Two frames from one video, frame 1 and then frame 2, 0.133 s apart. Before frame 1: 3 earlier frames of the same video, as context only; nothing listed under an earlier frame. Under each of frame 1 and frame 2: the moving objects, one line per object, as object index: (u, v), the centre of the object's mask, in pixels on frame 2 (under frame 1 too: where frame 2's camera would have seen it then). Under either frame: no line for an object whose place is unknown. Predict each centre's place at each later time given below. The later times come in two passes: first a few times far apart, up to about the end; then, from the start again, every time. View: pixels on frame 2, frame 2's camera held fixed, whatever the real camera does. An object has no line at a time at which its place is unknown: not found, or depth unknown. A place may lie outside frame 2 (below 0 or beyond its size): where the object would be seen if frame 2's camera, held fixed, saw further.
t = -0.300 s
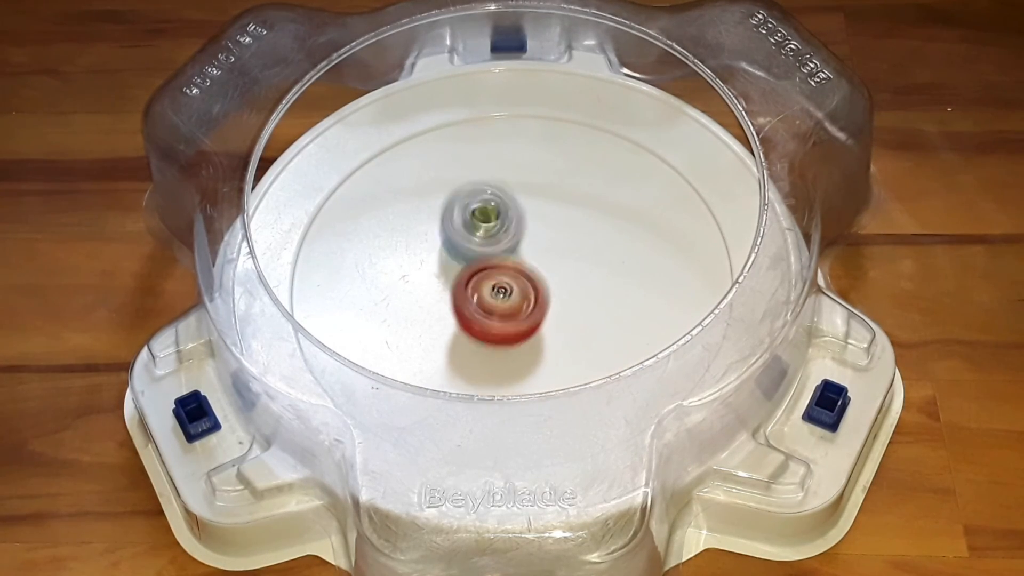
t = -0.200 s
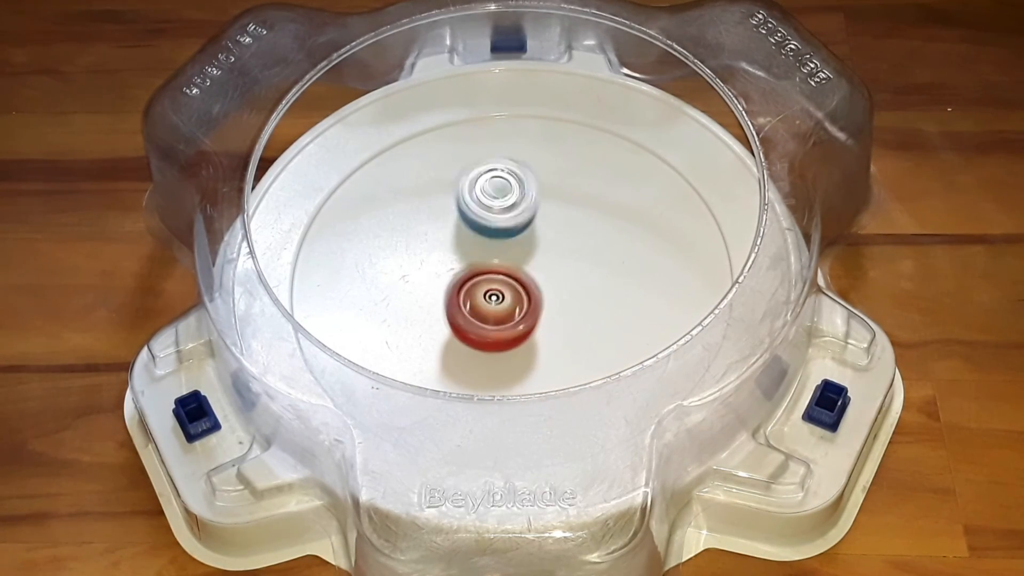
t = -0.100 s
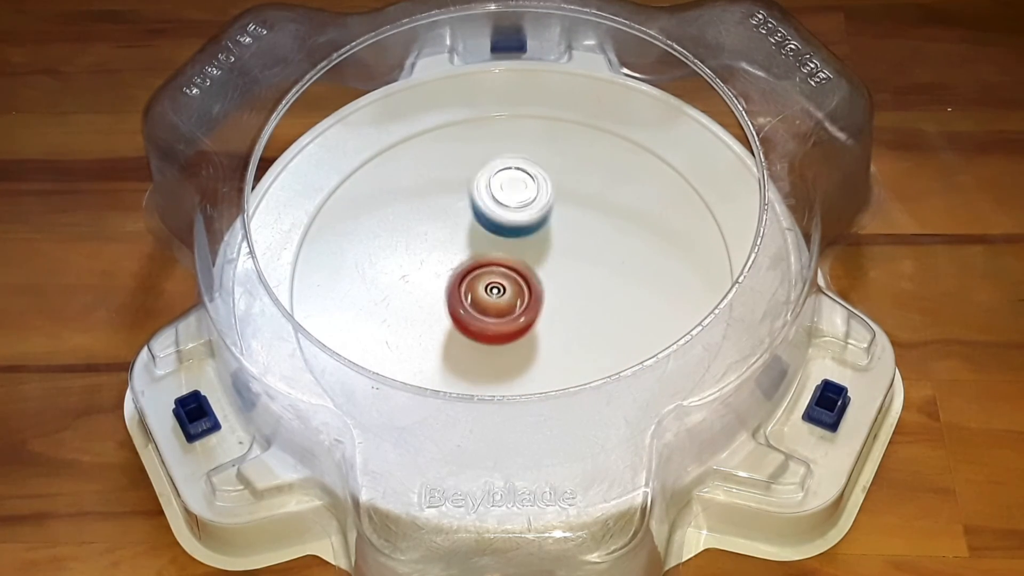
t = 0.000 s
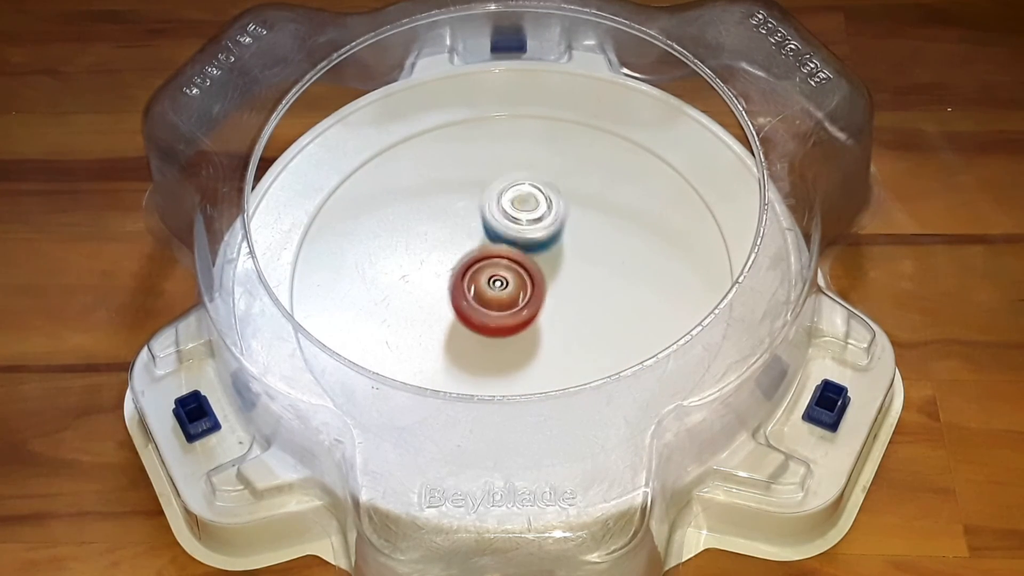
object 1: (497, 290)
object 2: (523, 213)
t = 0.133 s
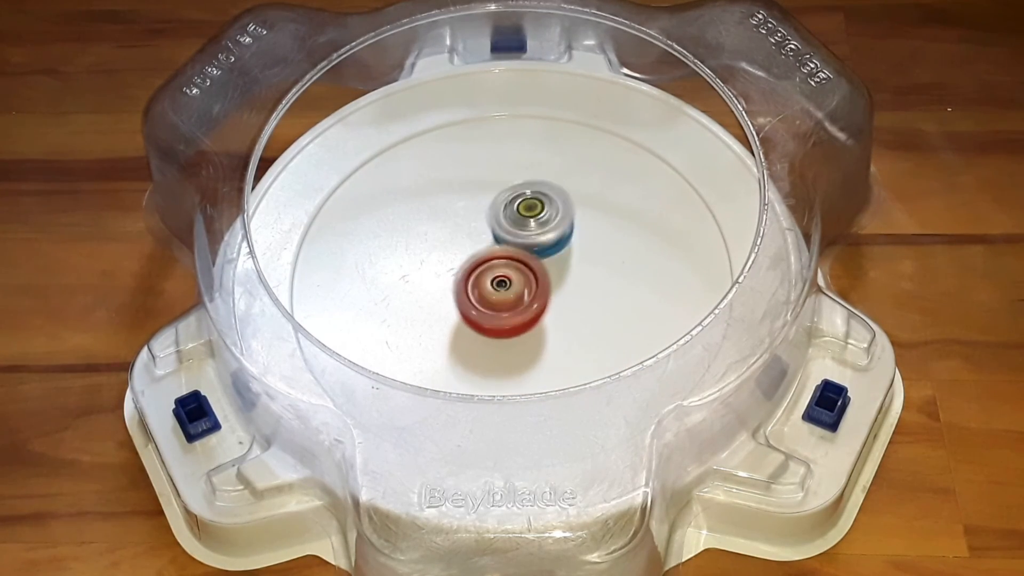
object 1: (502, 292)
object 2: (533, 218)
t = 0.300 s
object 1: (513, 295)
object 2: (541, 221)
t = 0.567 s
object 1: (514, 311)
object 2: (569, 227)
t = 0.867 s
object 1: (510, 331)
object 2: (543, 224)
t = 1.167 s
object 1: (509, 324)
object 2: (501, 248)
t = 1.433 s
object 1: (510, 312)
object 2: (509, 237)
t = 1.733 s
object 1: (524, 306)
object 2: (515, 230)
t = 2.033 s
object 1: (537, 305)
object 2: (520, 229)
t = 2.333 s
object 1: (542, 304)
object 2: (508, 216)
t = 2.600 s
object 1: (540, 299)
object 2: (506, 229)
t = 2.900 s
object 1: (534, 305)
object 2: (510, 224)
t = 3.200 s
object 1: (521, 307)
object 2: (523, 223)
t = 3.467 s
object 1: (513, 306)
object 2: (525, 228)
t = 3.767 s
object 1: (504, 302)
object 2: (536, 218)
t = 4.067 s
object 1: (505, 294)
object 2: (543, 224)
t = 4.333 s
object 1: (500, 305)
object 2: (564, 213)
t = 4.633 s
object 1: (495, 301)
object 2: (557, 240)
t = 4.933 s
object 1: (485, 300)
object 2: (568, 257)
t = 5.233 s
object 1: (474, 293)
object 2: (566, 268)
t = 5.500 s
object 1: (458, 288)
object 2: (596, 258)
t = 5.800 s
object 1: (460, 280)
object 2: (573, 278)
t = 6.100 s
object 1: (473, 283)
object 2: (572, 281)
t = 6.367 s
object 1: (479, 286)
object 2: (584, 284)
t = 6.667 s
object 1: (478, 292)
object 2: (592, 281)
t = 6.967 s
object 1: (479, 287)
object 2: (579, 295)
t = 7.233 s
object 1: (480, 281)
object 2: (597, 293)
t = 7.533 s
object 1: (486, 282)
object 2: (594, 291)
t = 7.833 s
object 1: (492, 286)
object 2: (587, 295)
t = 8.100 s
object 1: (464, 295)
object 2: (630, 282)
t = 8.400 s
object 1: (470, 295)
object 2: (570, 292)
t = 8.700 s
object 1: (475, 272)
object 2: (572, 303)
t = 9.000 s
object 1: (478, 240)
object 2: (639, 312)
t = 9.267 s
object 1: (500, 243)
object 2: (602, 307)
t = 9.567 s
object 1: (512, 249)
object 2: (565, 325)
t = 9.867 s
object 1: (501, 255)
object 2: (552, 326)
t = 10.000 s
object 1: (499, 241)
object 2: (549, 335)
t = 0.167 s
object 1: (505, 292)
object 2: (534, 217)
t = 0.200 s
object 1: (507, 293)
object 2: (535, 218)
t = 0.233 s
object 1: (510, 293)
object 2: (536, 220)
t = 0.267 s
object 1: (511, 294)
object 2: (537, 221)
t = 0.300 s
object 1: (513, 295)
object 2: (541, 221)
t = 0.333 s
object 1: (515, 297)
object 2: (543, 222)
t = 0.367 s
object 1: (516, 299)
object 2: (545, 224)
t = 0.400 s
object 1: (512, 303)
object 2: (553, 223)
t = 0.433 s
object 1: (512, 305)
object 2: (561, 219)
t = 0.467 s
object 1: (513, 307)
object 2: (566, 217)
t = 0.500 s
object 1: (514, 308)
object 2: (569, 218)
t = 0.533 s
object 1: (514, 310)
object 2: (570, 222)
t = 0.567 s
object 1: (514, 311)
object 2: (569, 227)
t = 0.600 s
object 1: (514, 312)
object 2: (567, 233)
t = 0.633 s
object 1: (514, 313)
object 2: (564, 239)
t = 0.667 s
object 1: (514, 315)
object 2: (561, 245)
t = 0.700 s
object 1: (512, 321)
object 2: (558, 243)
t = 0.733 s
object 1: (510, 327)
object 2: (557, 233)
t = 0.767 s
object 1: (509, 329)
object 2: (555, 227)
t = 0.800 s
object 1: (510, 330)
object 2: (552, 224)
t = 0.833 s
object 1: (510, 331)
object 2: (547, 223)
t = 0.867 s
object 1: (510, 331)
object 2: (543, 224)
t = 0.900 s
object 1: (510, 331)
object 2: (538, 226)
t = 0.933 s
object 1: (510, 331)
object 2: (533, 229)
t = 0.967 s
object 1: (510, 330)
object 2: (526, 234)
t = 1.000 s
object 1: (511, 328)
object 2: (520, 239)
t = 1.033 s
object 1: (510, 326)
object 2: (514, 243)
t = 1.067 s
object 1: (510, 325)
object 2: (507, 247)
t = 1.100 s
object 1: (508, 326)
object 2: (504, 248)
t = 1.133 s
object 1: (508, 325)
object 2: (503, 247)
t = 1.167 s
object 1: (509, 324)
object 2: (501, 248)
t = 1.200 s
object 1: (509, 323)
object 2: (500, 247)
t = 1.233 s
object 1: (510, 323)
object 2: (501, 244)
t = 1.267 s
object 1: (510, 321)
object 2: (501, 241)
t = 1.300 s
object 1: (510, 319)
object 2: (504, 239)
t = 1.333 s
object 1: (510, 317)
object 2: (505, 239)
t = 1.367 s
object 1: (510, 315)
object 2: (506, 240)
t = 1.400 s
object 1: (510, 314)
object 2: (508, 239)
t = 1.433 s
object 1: (510, 312)
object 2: (509, 237)
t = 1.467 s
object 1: (510, 311)
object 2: (510, 236)
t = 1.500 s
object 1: (512, 312)
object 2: (510, 235)
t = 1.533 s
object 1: (514, 311)
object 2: (509, 234)
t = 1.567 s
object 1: (516, 310)
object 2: (510, 233)
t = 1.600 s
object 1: (518, 309)
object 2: (511, 233)
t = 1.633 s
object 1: (519, 308)
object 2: (513, 232)
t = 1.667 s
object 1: (520, 307)
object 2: (514, 231)
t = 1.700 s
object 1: (522, 306)
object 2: (514, 231)
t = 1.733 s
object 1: (524, 306)
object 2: (515, 230)
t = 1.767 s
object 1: (525, 306)
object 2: (515, 229)
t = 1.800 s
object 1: (527, 306)
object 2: (515, 228)
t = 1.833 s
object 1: (529, 306)
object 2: (515, 228)
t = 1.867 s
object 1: (531, 306)
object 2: (516, 229)
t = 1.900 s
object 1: (533, 306)
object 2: (516, 230)
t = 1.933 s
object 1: (534, 306)
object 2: (516, 231)
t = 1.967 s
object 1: (535, 306)
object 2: (517, 232)
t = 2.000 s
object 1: (536, 306)
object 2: (519, 230)
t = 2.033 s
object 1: (537, 305)
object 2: (520, 229)
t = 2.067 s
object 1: (537, 305)
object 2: (521, 229)
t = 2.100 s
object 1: (538, 304)
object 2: (521, 229)
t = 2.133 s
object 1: (538, 304)
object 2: (519, 226)
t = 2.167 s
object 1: (539, 304)
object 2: (517, 225)
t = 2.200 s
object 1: (539, 303)
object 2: (516, 225)
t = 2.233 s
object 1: (539, 302)
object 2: (516, 226)
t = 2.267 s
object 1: (539, 301)
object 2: (516, 227)
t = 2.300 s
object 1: (541, 303)
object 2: (513, 222)
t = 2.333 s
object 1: (542, 304)
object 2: (508, 216)
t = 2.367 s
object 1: (542, 303)
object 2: (505, 213)
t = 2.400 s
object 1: (543, 303)
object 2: (502, 212)
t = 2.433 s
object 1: (543, 302)
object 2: (501, 213)
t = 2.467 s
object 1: (543, 300)
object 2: (501, 216)
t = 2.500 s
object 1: (543, 299)
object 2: (501, 220)
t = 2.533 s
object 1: (542, 298)
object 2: (502, 224)
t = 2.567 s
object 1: (541, 298)
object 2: (503, 229)
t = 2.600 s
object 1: (540, 299)
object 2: (506, 229)
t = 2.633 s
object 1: (539, 299)
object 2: (506, 227)
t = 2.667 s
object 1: (538, 298)
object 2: (506, 226)
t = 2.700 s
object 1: (537, 298)
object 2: (507, 226)
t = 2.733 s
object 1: (536, 299)
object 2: (507, 226)
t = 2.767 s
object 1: (534, 301)
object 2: (507, 223)
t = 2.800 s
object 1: (535, 302)
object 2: (507, 221)
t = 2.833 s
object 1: (535, 303)
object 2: (507, 221)
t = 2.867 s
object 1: (535, 304)
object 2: (508, 223)
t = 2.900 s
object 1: (534, 305)
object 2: (510, 224)
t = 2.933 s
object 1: (533, 305)
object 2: (512, 225)
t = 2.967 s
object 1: (532, 306)
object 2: (514, 225)
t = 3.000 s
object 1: (531, 306)
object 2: (515, 226)
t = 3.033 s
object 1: (529, 306)
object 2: (516, 227)
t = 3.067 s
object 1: (528, 305)
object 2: (518, 227)
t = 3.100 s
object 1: (526, 304)
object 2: (519, 227)
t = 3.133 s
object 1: (525, 304)
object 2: (521, 228)
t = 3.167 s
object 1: (524, 304)
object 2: (522, 227)
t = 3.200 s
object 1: (521, 307)
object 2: (523, 223)
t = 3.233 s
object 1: (520, 308)
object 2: (523, 221)
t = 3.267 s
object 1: (520, 309)
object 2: (523, 220)
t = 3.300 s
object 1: (518, 309)
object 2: (523, 221)
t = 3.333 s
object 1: (517, 309)
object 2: (523, 222)
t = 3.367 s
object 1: (516, 308)
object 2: (523, 223)
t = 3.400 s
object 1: (515, 308)
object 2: (523, 225)
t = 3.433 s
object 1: (514, 307)
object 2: (524, 227)
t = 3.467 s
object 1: (513, 306)
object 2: (525, 228)
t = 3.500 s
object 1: (511, 305)
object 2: (525, 229)
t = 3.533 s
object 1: (510, 305)
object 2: (527, 229)
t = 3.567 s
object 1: (509, 306)
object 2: (530, 223)
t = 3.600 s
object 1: (507, 307)
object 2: (533, 217)
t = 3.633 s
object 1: (506, 306)
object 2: (534, 214)
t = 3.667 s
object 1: (505, 306)
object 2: (535, 214)
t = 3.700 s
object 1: (505, 305)
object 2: (535, 214)
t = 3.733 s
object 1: (504, 304)
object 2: (535, 216)
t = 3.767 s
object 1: (504, 302)
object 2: (536, 218)
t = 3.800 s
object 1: (504, 301)
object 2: (537, 219)
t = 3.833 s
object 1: (503, 300)
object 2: (537, 222)
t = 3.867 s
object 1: (504, 298)
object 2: (538, 224)
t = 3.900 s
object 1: (504, 296)
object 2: (539, 224)
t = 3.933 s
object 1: (504, 295)
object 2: (541, 225)
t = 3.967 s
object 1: (503, 294)
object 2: (541, 226)
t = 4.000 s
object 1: (502, 294)
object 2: (542, 224)
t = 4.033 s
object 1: (504, 293)
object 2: (543, 223)
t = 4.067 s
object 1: (505, 294)
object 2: (543, 224)
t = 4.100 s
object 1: (505, 294)
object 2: (545, 224)
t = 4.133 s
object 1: (502, 298)
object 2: (550, 219)
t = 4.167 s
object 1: (502, 298)
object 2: (555, 214)
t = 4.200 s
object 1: (503, 299)
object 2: (559, 211)
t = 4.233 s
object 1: (502, 302)
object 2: (562, 210)
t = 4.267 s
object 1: (501, 303)
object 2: (565, 210)
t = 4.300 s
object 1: (502, 304)
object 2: (565, 211)
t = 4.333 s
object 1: (500, 305)
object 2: (564, 213)
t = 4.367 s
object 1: (499, 305)
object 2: (564, 216)
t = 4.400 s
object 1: (499, 306)
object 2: (563, 219)
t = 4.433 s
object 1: (498, 306)
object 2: (562, 221)
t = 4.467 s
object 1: (497, 305)
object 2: (561, 224)
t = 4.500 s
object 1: (496, 305)
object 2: (561, 227)
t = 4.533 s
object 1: (496, 304)
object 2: (560, 230)
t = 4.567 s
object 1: (496, 303)
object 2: (560, 233)
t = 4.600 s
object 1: (495, 302)
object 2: (559, 236)
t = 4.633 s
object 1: (495, 301)
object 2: (557, 240)
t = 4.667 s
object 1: (494, 301)
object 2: (556, 243)
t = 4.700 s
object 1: (491, 300)
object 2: (558, 245)
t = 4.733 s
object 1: (489, 300)
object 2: (561, 245)
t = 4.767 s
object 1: (489, 300)
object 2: (566, 246)
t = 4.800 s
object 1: (488, 301)
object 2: (569, 247)
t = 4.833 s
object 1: (487, 301)
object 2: (570, 249)
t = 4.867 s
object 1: (486, 301)
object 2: (571, 252)
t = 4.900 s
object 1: (485, 300)
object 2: (570, 254)
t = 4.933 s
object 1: (485, 300)
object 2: (568, 257)
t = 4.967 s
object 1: (484, 299)
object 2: (567, 260)
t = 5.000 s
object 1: (481, 297)
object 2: (567, 262)
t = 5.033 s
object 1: (480, 296)
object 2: (569, 263)
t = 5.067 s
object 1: (478, 295)
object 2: (571, 263)
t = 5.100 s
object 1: (478, 296)
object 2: (572, 264)
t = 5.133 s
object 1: (477, 296)
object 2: (571, 264)
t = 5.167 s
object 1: (476, 295)
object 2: (569, 266)
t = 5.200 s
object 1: (475, 294)
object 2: (567, 267)
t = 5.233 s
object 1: (474, 293)
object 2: (566, 268)
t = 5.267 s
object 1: (472, 291)
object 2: (567, 269)
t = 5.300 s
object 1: (472, 290)
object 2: (568, 269)
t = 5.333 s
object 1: (464, 291)
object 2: (579, 265)
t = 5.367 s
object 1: (461, 290)
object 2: (592, 262)
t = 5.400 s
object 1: (460, 289)
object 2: (597, 259)
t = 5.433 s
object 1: (460, 290)
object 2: (599, 258)
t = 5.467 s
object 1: (459, 290)
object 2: (599, 258)
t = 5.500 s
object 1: (458, 288)
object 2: (596, 258)
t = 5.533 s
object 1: (459, 288)
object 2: (592, 260)
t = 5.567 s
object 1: (459, 288)
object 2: (588, 262)
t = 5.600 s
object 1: (460, 287)
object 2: (582, 264)
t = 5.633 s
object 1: (461, 286)
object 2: (576, 267)
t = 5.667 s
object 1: (462, 285)
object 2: (570, 271)
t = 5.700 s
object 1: (464, 284)
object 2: (563, 275)
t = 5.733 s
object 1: (465, 282)
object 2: (560, 277)
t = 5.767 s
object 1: (461, 282)
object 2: (568, 277)
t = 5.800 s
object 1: (460, 280)
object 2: (573, 278)
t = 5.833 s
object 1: (462, 280)
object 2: (576, 276)
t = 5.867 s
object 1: (462, 281)
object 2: (575, 276)
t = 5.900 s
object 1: (462, 281)
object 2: (575, 277)
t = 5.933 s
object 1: (465, 281)
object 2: (573, 278)
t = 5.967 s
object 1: (467, 281)
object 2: (572, 279)
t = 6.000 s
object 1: (468, 281)
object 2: (573, 280)
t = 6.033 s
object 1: (470, 282)
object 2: (574, 280)
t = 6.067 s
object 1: (471, 282)
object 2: (574, 281)
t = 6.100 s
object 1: (473, 283)
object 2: (572, 281)
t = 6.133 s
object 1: (475, 283)
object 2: (572, 282)
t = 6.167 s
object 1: (475, 284)
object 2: (573, 282)
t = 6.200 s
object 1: (475, 284)
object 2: (576, 283)
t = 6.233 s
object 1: (477, 283)
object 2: (581, 284)
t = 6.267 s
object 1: (480, 284)
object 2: (584, 284)
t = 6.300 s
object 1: (480, 286)
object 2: (584, 284)
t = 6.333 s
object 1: (480, 287)
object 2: (582, 284)
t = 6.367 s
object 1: (479, 286)
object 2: (584, 284)
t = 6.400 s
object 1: (481, 285)
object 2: (586, 284)
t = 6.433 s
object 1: (483, 286)
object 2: (585, 284)
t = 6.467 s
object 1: (482, 289)
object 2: (584, 285)
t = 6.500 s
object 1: (480, 289)
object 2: (582, 286)
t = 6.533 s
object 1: (480, 289)
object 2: (582, 286)
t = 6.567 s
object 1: (479, 290)
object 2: (590, 284)
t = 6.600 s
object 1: (479, 290)
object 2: (594, 283)
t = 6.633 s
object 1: (480, 291)
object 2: (594, 282)
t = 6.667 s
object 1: (478, 292)
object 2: (592, 281)
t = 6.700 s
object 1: (478, 292)
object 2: (589, 283)
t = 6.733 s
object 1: (478, 291)
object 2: (587, 284)
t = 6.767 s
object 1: (478, 291)
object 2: (585, 286)
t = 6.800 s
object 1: (478, 291)
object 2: (582, 288)
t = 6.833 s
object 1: (479, 290)
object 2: (578, 290)
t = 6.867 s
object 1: (478, 289)
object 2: (578, 292)
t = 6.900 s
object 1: (479, 287)
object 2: (577, 293)
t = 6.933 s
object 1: (480, 288)
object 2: (578, 295)
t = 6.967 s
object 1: (479, 287)
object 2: (579, 295)
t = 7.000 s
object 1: (480, 286)
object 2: (579, 297)
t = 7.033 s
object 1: (481, 285)
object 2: (579, 298)
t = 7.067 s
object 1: (477, 283)
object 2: (586, 299)
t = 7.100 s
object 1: (478, 281)
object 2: (592, 298)
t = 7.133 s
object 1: (481, 282)
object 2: (596, 297)
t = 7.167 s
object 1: (480, 284)
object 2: (598, 296)
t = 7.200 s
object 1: (478, 283)
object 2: (598, 295)
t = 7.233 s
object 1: (480, 281)
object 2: (597, 293)
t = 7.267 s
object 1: (482, 281)
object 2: (595, 292)
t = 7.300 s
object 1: (483, 283)
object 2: (592, 290)
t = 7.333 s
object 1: (483, 283)
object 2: (588, 289)
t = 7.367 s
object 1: (484, 283)
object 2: (583, 288)
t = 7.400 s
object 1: (483, 282)
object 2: (582, 287)
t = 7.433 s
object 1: (480, 279)
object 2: (589, 288)
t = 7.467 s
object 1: (484, 277)
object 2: (594, 289)
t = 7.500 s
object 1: (487, 279)
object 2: (595, 290)
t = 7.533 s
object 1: (486, 282)
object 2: (594, 291)
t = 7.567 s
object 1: (484, 281)
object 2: (593, 290)
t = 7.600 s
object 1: (486, 281)
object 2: (592, 291)
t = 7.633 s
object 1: (488, 281)
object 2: (591, 292)
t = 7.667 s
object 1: (489, 283)
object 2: (590, 293)
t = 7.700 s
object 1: (489, 284)
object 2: (589, 293)
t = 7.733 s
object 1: (489, 284)
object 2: (589, 294)
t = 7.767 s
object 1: (490, 283)
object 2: (588, 294)
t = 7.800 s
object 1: (492, 284)
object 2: (587, 295)
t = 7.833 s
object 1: (492, 286)
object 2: (587, 295)
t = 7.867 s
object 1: (492, 287)
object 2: (588, 295)
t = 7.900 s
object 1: (483, 288)
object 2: (597, 292)
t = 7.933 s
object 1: (476, 290)
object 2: (610, 288)
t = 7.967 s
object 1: (471, 292)
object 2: (620, 286)
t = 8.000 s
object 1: (467, 293)
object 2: (625, 285)
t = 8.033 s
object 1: (465, 294)
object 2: (629, 284)
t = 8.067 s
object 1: (464, 295)
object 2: (630, 282)
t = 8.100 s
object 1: (464, 295)
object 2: (630, 282)
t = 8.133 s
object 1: (465, 295)
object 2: (628, 282)
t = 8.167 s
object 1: (467, 296)
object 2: (624, 283)
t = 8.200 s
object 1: (466, 298)
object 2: (620, 283)
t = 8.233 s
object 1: (466, 298)
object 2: (614, 283)
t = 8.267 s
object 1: (465, 297)
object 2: (608, 283)
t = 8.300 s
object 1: (467, 298)
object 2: (599, 285)
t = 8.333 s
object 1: (468, 298)
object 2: (589, 286)
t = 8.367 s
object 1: (471, 297)
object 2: (577, 289)
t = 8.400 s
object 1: (470, 295)
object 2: (570, 292)
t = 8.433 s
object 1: (460, 290)
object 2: (578, 294)
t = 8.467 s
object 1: (460, 286)
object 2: (584, 298)
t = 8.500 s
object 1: (460, 283)
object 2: (587, 298)
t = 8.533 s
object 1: (462, 282)
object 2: (587, 299)
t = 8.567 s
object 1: (462, 280)
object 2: (586, 300)
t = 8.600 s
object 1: (464, 278)
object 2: (583, 301)
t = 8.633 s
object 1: (467, 277)
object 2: (580, 301)
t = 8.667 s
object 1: (470, 275)
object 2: (576, 303)
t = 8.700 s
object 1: (475, 272)
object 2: (572, 303)
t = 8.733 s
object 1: (477, 270)
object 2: (571, 303)
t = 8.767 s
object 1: (481, 268)
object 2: (572, 303)
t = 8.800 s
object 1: (484, 268)
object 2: (574, 301)
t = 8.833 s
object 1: (487, 266)
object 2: (575, 301)
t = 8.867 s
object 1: (482, 260)
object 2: (591, 302)
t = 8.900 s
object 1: (479, 252)
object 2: (611, 306)
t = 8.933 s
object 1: (478, 246)
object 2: (624, 309)
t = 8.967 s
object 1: (478, 243)
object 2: (633, 311)
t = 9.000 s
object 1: (478, 240)
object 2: (639, 312)
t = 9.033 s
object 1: (478, 237)
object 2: (643, 313)
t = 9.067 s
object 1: (479, 236)
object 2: (644, 313)
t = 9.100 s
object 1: (482, 237)
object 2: (642, 313)
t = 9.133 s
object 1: (483, 237)
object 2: (637, 313)
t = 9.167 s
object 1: (487, 238)
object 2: (631, 313)
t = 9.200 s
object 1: (491, 240)
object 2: (623, 312)
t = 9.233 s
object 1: (495, 241)
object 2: (613, 310)
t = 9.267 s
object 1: (500, 243)
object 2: (602, 307)
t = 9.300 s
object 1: (506, 247)
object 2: (590, 304)
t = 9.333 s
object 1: (507, 248)
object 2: (579, 302)
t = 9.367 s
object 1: (506, 246)
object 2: (576, 306)
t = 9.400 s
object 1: (508, 244)
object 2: (573, 308)
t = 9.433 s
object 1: (510, 243)
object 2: (571, 310)
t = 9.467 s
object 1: (514, 243)
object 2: (569, 313)
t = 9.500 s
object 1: (516, 245)
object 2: (566, 316)
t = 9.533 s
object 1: (514, 248)
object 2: (565, 320)
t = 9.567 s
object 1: (512, 249)
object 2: (565, 325)
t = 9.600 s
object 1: (508, 250)
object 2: (563, 330)
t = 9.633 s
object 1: (504, 251)
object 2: (561, 334)
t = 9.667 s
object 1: (504, 250)
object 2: (559, 336)
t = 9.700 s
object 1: (504, 251)
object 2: (559, 337)
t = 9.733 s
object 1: (504, 251)
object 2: (559, 335)
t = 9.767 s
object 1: (503, 252)
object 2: (557, 333)
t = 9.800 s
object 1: (503, 252)
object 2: (555, 332)
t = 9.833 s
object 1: (502, 254)
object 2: (553, 330)
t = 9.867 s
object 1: (501, 255)
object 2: (552, 326)
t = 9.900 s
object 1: (498, 251)
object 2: (551, 329)
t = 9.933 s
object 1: (499, 246)
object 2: (549, 334)
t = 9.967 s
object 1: (499, 244)
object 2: (549, 335)
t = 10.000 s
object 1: (499, 241)
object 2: (549, 335)
